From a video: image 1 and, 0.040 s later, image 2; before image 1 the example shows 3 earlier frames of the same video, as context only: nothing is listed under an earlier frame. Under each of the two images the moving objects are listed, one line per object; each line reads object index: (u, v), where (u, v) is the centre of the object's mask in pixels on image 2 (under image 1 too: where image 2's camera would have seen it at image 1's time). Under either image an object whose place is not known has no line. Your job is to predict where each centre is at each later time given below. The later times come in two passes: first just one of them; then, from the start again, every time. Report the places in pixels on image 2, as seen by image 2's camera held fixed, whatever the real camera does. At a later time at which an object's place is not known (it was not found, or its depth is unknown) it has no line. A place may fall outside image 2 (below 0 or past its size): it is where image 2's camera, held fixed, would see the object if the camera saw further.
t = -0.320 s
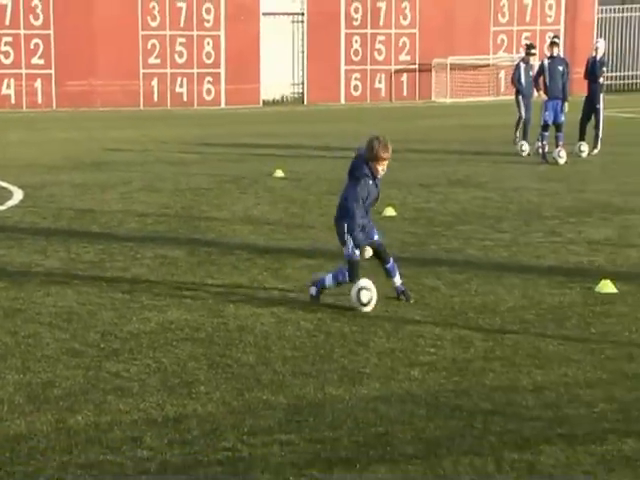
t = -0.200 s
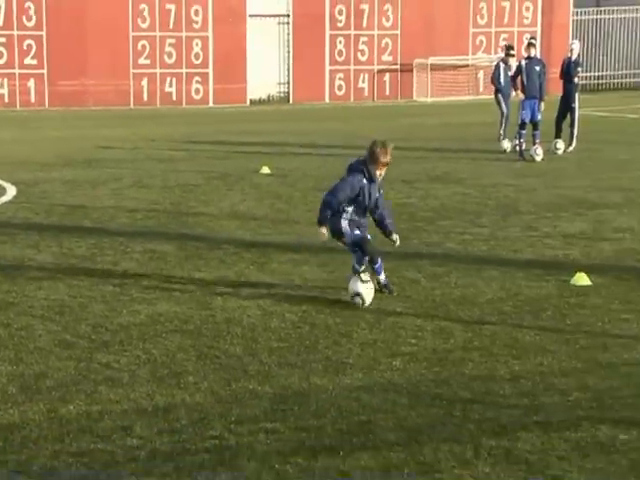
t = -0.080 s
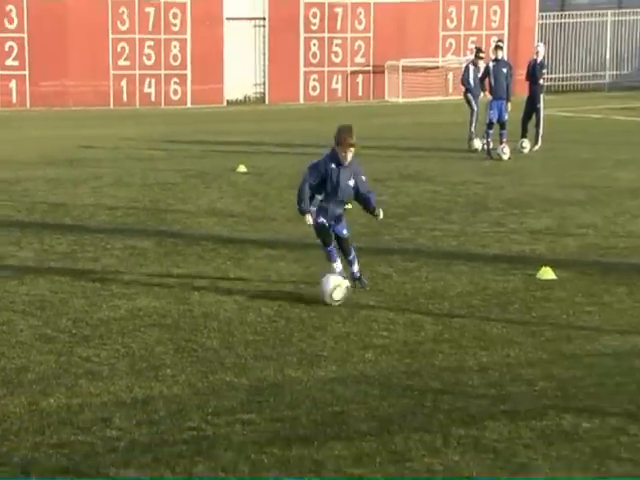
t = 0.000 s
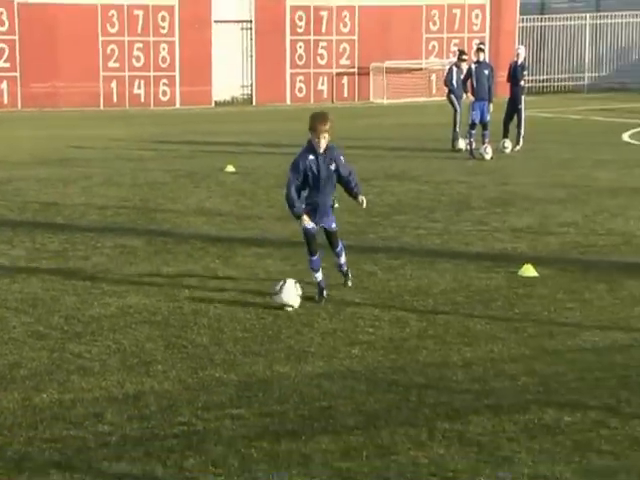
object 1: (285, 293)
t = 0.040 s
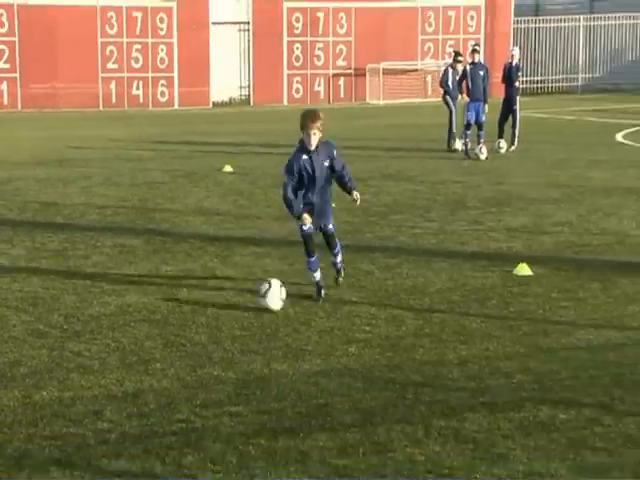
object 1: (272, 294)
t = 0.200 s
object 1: (223, 307)
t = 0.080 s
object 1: (259, 298)
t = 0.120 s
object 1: (245, 303)
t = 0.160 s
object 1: (233, 304)
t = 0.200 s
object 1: (223, 307)
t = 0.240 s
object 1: (210, 312)
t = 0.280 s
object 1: (200, 314)
